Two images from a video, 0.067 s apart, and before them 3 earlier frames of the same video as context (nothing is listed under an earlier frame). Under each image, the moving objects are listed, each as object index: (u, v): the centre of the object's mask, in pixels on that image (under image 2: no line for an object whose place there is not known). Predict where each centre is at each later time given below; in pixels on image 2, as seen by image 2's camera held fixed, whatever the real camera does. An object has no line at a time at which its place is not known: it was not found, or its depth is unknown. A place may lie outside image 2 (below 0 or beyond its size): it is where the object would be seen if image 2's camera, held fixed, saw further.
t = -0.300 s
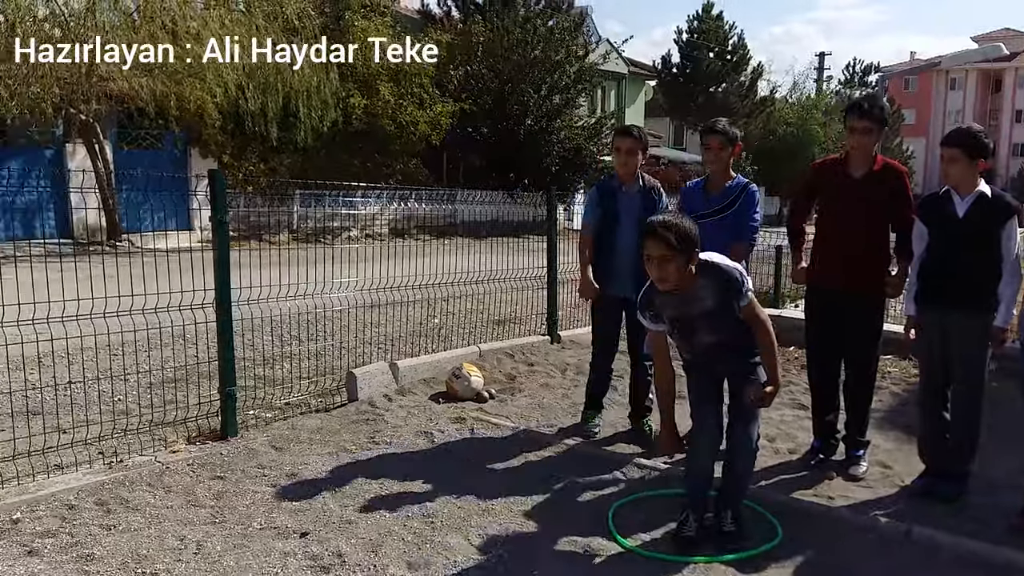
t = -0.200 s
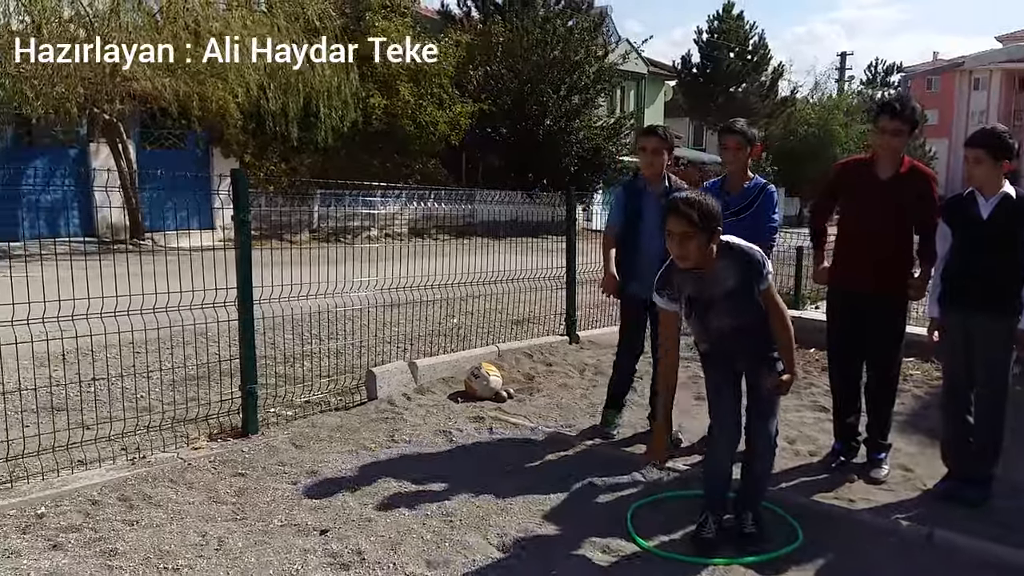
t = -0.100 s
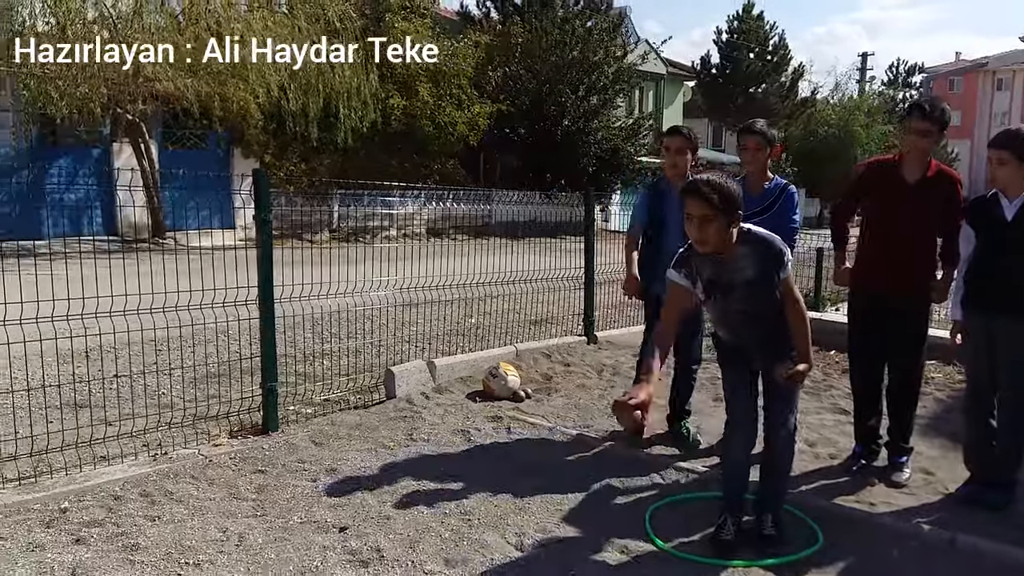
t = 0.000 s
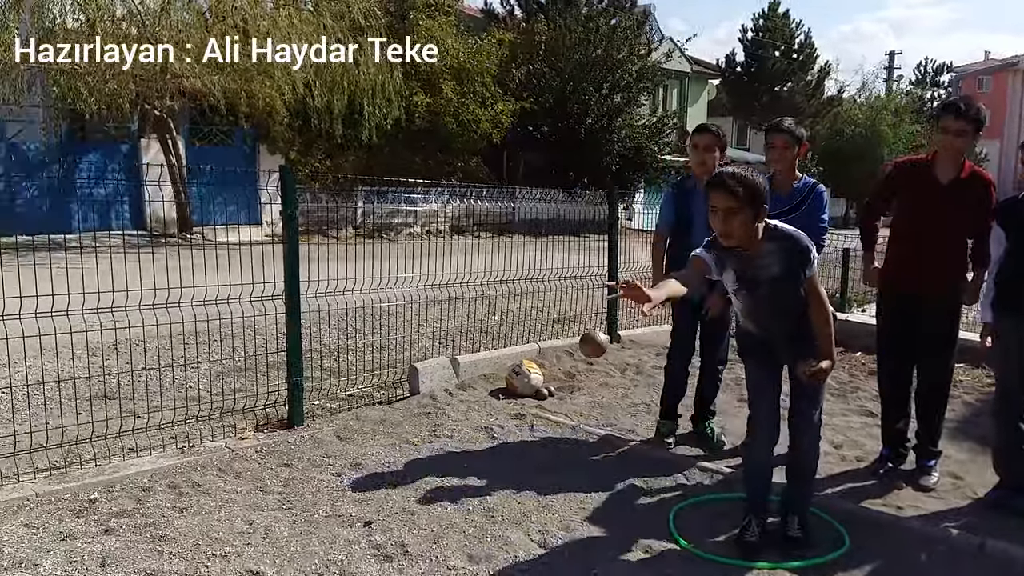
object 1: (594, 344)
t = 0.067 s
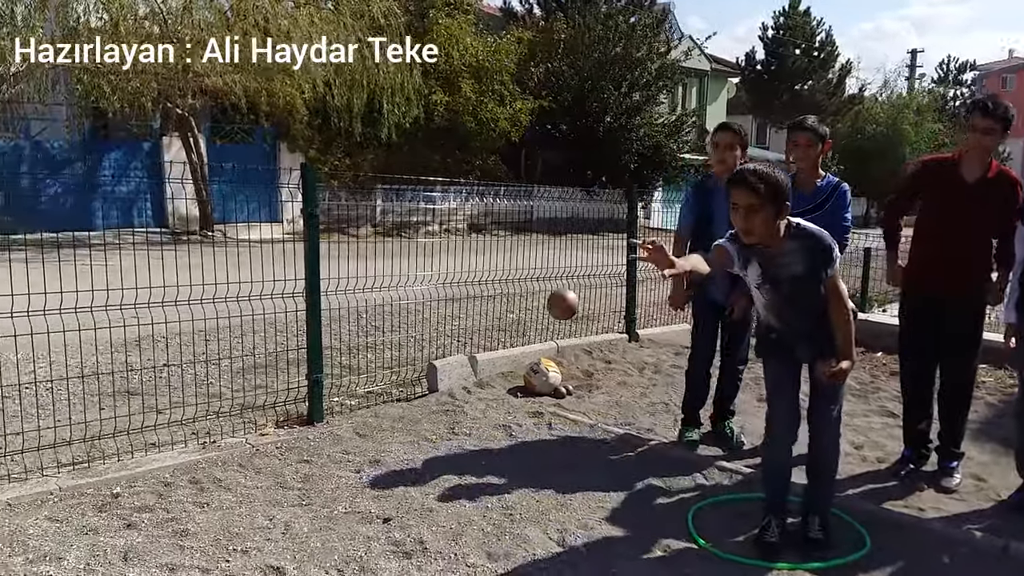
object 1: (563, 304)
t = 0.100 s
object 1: (534, 288)
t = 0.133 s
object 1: (500, 277)
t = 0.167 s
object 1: (465, 269)
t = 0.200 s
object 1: (424, 266)
